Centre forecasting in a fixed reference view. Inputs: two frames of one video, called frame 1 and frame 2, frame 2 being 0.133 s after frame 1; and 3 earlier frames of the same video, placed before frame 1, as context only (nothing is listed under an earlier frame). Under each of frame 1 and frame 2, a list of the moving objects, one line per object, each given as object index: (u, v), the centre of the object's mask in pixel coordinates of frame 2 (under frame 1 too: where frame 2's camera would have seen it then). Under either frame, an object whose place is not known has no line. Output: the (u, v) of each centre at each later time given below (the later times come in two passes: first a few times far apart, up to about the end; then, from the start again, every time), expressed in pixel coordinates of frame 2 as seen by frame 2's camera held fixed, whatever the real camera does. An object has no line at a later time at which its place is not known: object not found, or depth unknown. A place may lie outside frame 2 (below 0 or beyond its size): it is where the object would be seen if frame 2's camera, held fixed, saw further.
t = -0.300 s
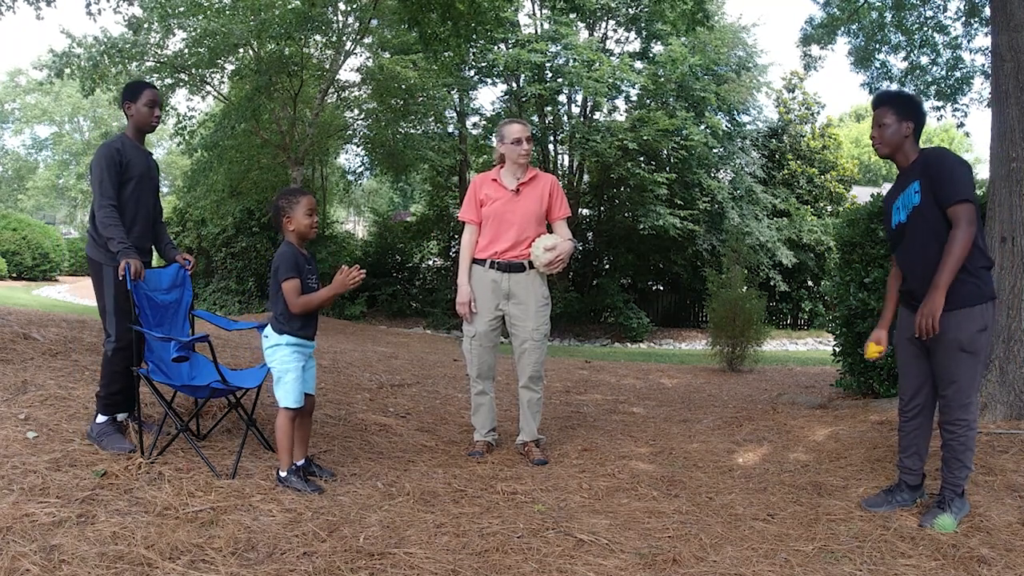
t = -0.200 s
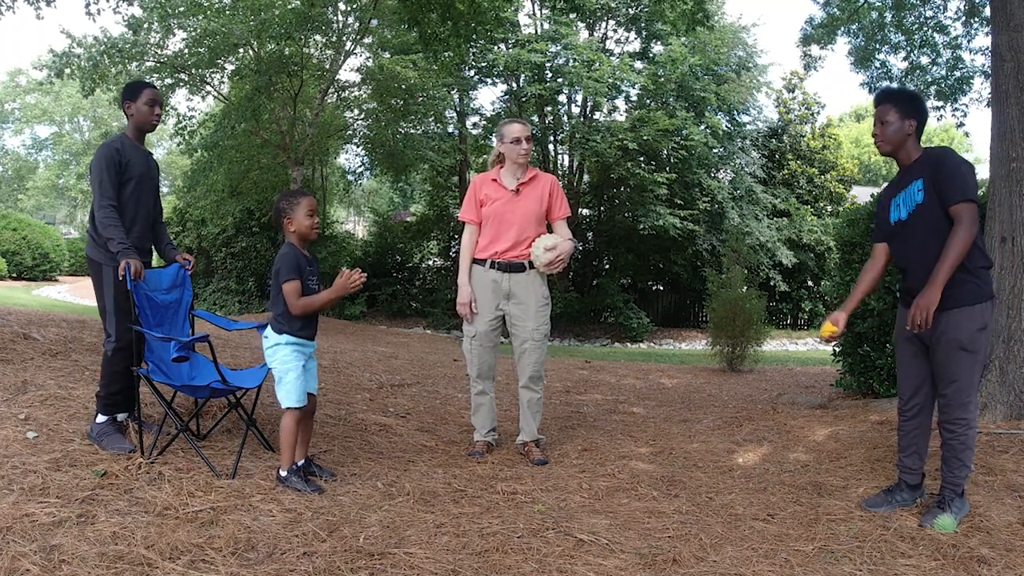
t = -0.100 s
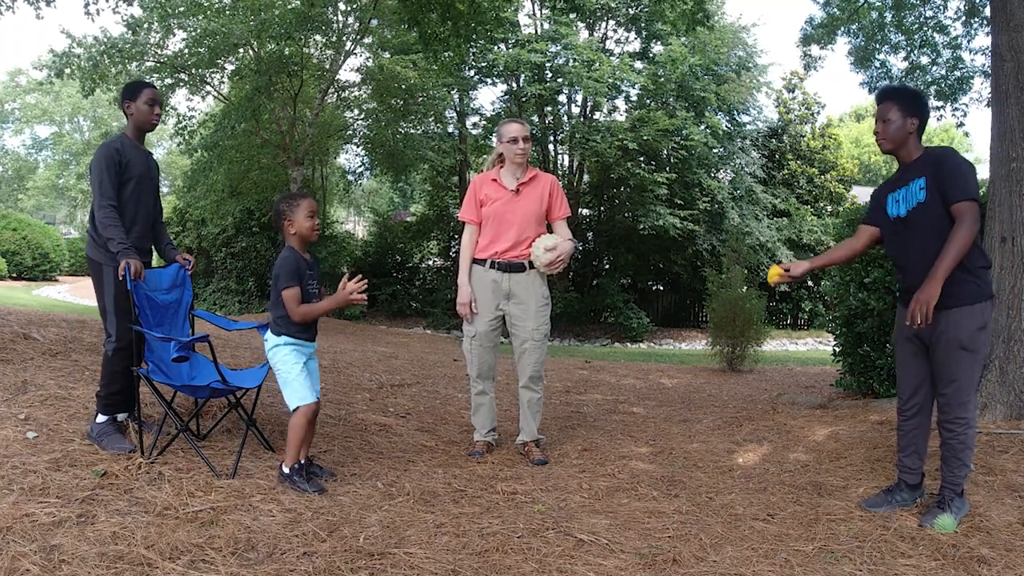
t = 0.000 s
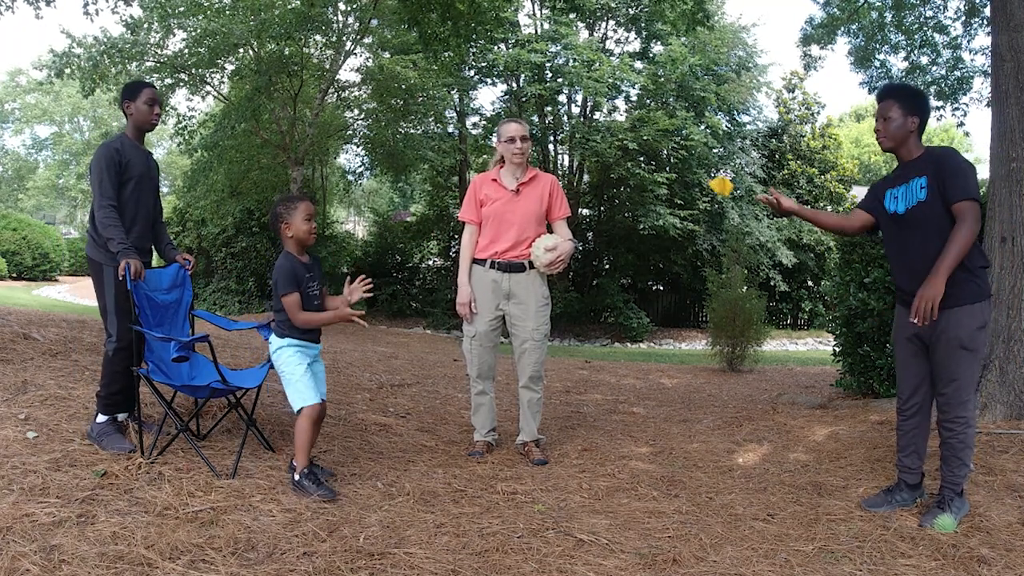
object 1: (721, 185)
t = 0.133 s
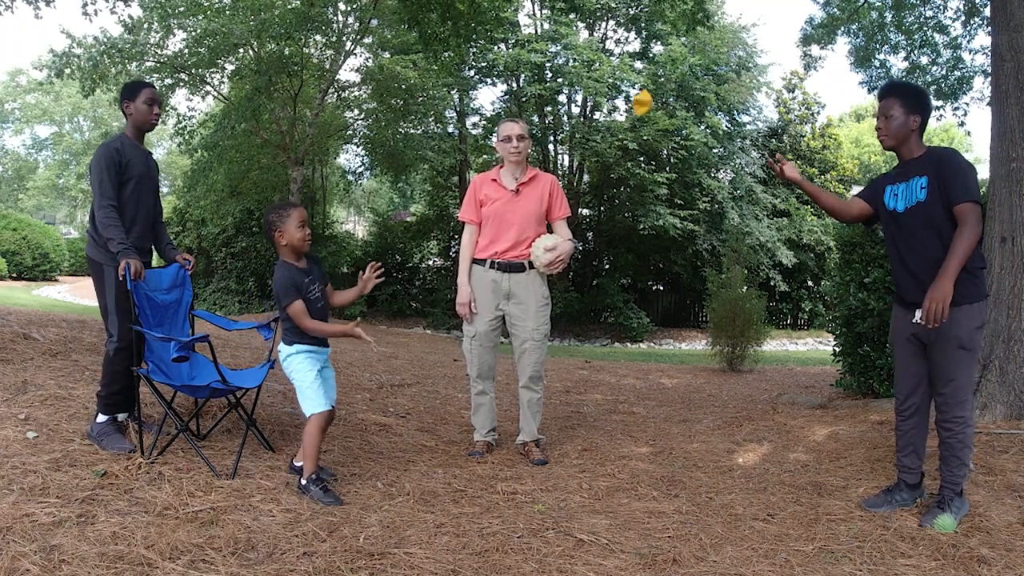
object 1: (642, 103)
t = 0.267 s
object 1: (560, 68)
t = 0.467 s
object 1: (436, 101)
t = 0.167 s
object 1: (621, 90)
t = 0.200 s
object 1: (600, 79)
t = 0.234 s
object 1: (580, 72)
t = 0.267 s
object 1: (560, 68)
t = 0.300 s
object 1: (539, 66)
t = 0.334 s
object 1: (518, 68)
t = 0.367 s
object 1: (498, 71)
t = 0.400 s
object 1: (477, 78)
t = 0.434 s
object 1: (457, 88)
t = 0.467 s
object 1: (436, 101)
